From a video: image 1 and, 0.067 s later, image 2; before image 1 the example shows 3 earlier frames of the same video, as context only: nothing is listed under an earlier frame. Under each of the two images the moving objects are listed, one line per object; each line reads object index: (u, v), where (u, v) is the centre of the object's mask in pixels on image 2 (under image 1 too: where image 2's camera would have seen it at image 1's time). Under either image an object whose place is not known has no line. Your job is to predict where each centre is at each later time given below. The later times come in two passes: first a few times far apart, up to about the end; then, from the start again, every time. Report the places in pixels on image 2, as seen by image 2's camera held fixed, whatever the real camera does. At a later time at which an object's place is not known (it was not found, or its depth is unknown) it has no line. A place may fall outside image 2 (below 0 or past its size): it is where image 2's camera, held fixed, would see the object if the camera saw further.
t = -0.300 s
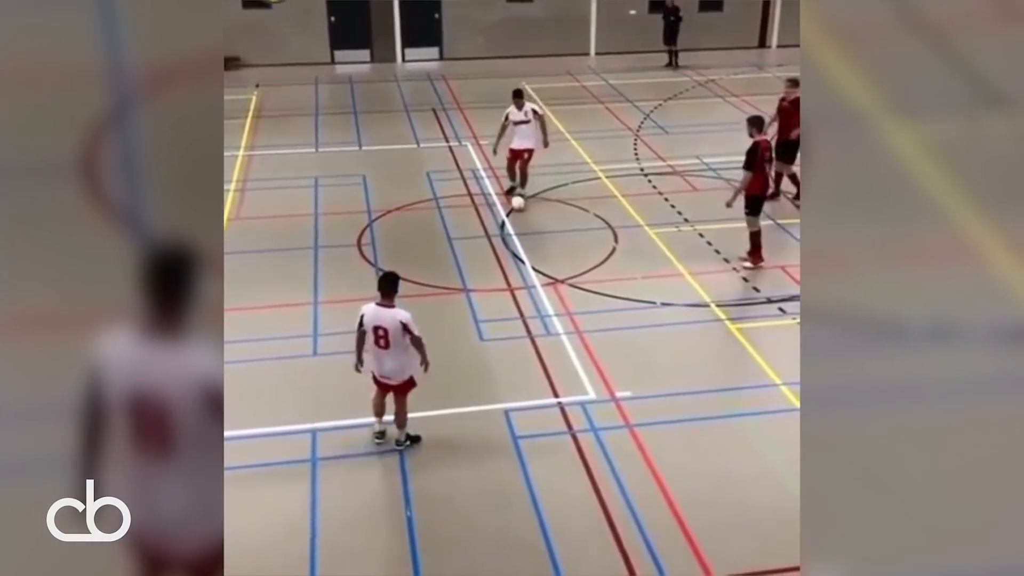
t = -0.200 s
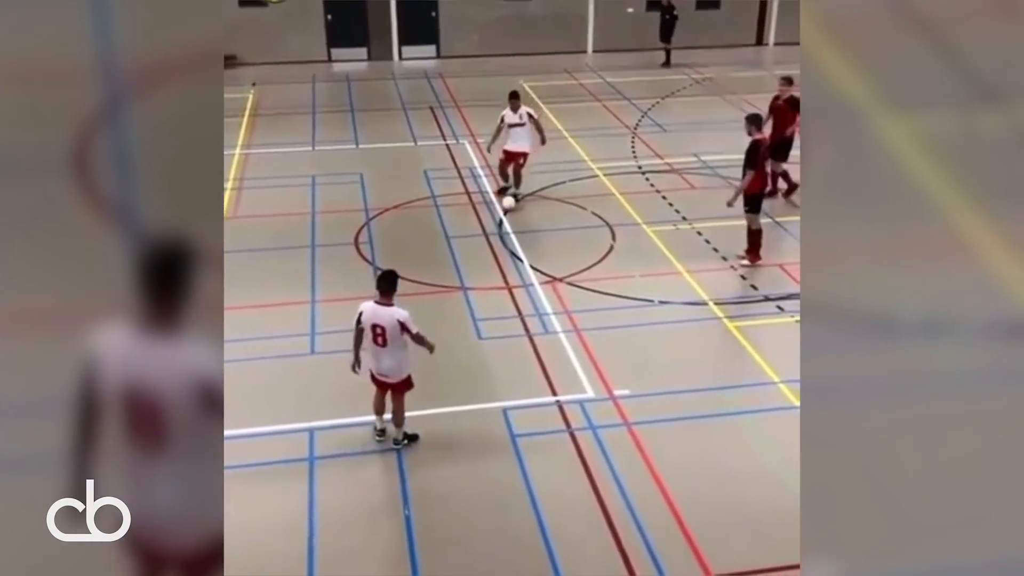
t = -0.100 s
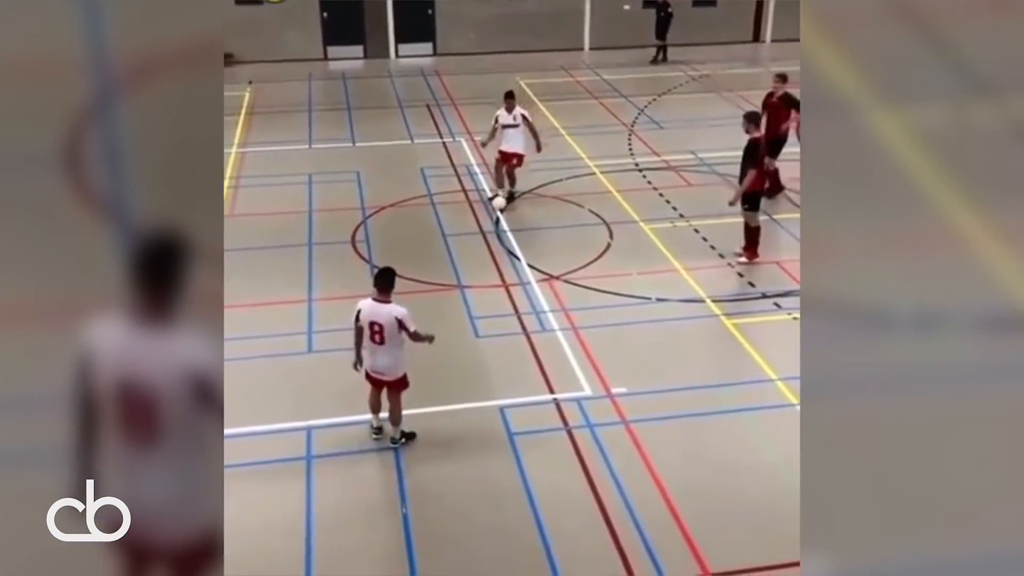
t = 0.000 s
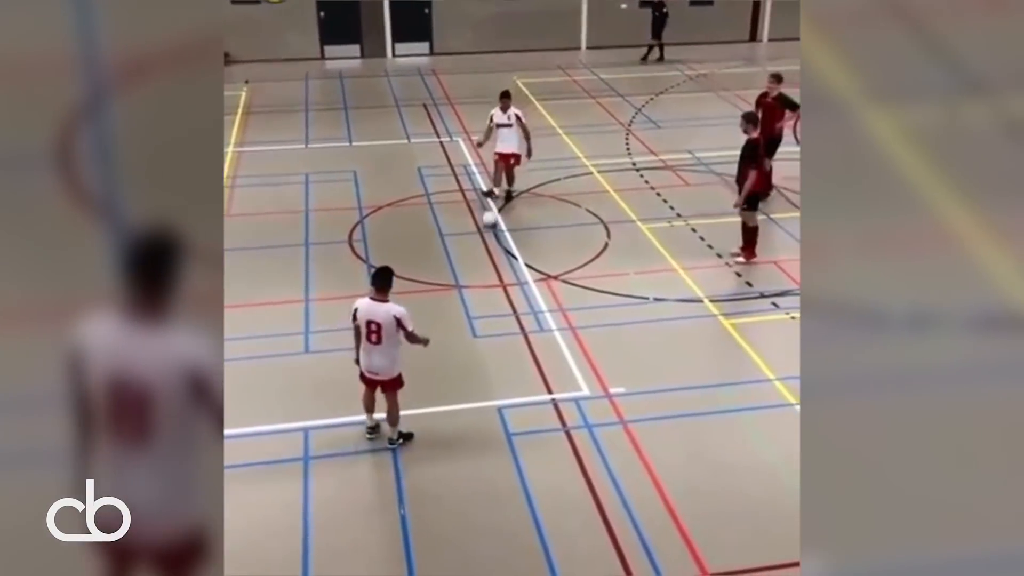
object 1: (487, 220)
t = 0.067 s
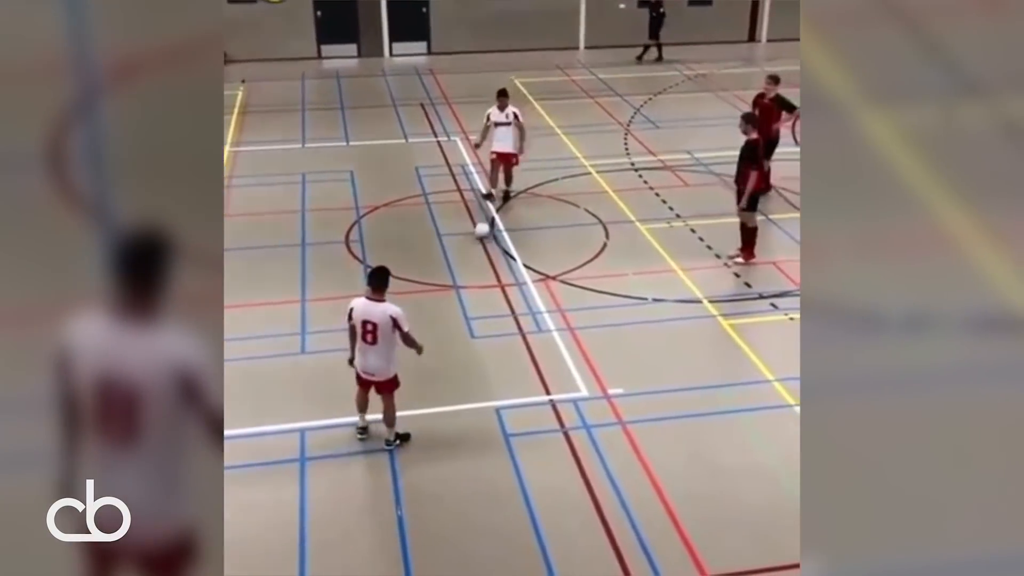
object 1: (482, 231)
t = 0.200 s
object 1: (475, 253)
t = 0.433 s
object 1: (461, 293)
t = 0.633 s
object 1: (445, 332)
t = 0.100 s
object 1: (481, 237)
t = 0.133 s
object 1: (479, 242)
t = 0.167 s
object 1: (477, 248)
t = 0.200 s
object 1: (475, 253)
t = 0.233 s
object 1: (473, 257)
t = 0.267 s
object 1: (472, 264)
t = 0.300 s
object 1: (470, 269)
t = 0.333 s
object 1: (468, 275)
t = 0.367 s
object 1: (466, 280)
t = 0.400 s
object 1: (462, 287)
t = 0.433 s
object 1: (461, 293)
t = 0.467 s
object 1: (458, 299)
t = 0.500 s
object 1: (455, 305)
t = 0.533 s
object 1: (453, 312)
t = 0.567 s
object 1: (451, 318)
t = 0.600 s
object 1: (447, 325)
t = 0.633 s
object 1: (445, 332)
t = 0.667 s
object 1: (442, 338)
